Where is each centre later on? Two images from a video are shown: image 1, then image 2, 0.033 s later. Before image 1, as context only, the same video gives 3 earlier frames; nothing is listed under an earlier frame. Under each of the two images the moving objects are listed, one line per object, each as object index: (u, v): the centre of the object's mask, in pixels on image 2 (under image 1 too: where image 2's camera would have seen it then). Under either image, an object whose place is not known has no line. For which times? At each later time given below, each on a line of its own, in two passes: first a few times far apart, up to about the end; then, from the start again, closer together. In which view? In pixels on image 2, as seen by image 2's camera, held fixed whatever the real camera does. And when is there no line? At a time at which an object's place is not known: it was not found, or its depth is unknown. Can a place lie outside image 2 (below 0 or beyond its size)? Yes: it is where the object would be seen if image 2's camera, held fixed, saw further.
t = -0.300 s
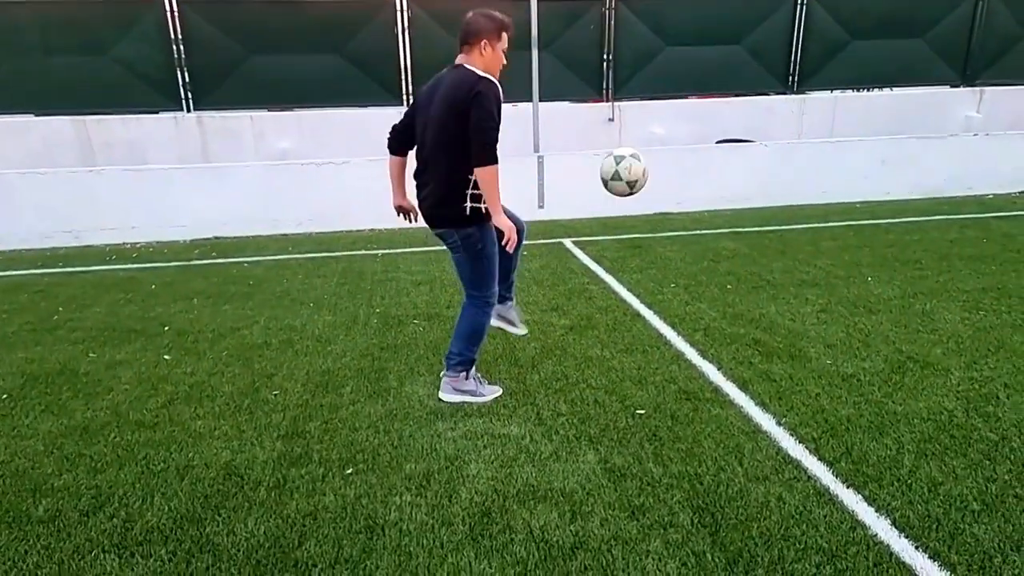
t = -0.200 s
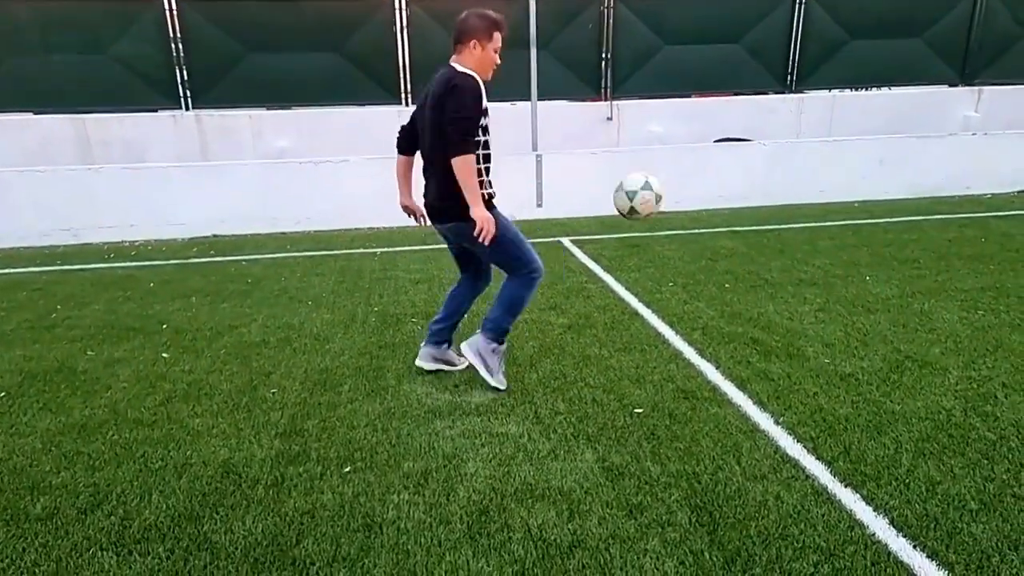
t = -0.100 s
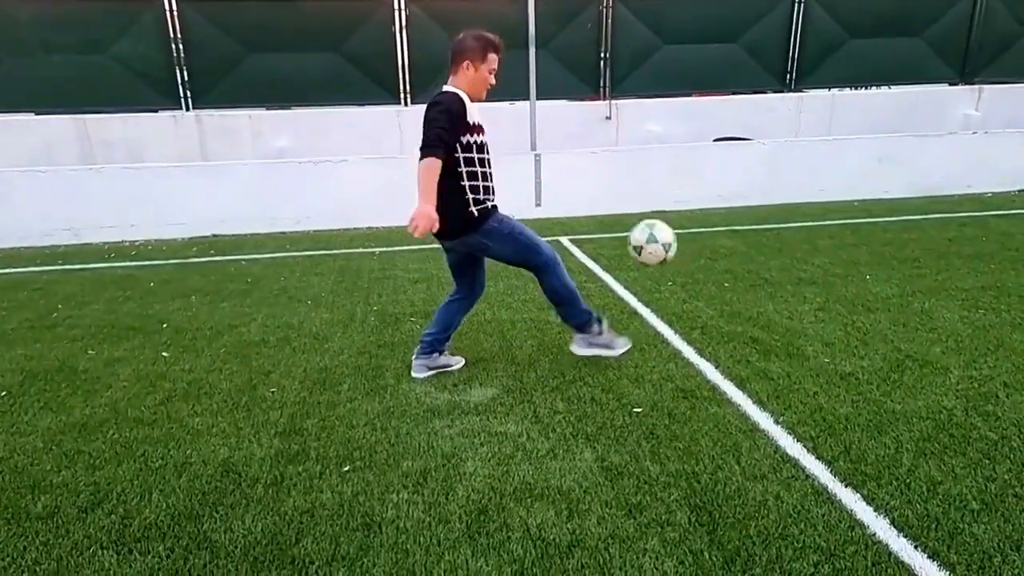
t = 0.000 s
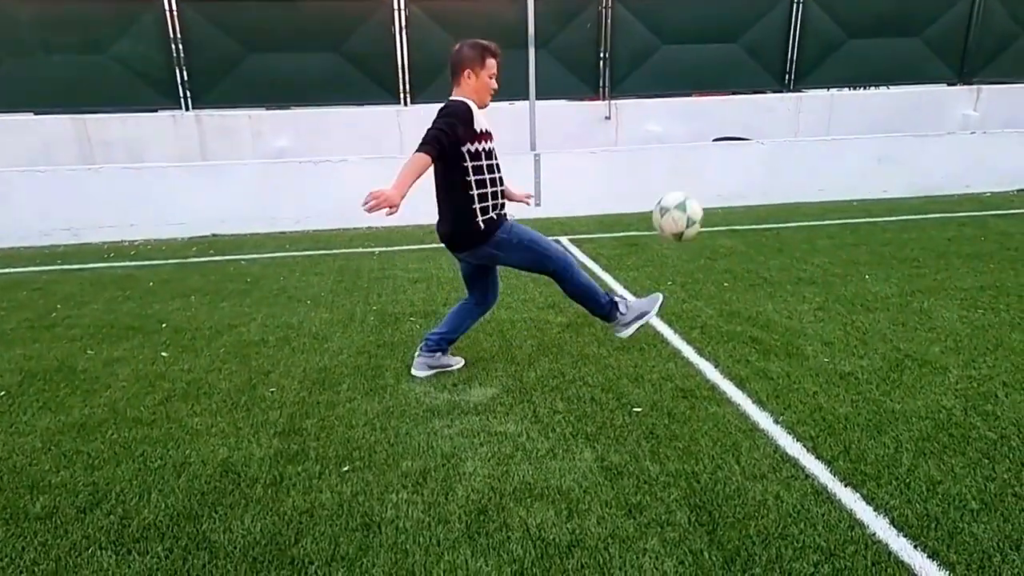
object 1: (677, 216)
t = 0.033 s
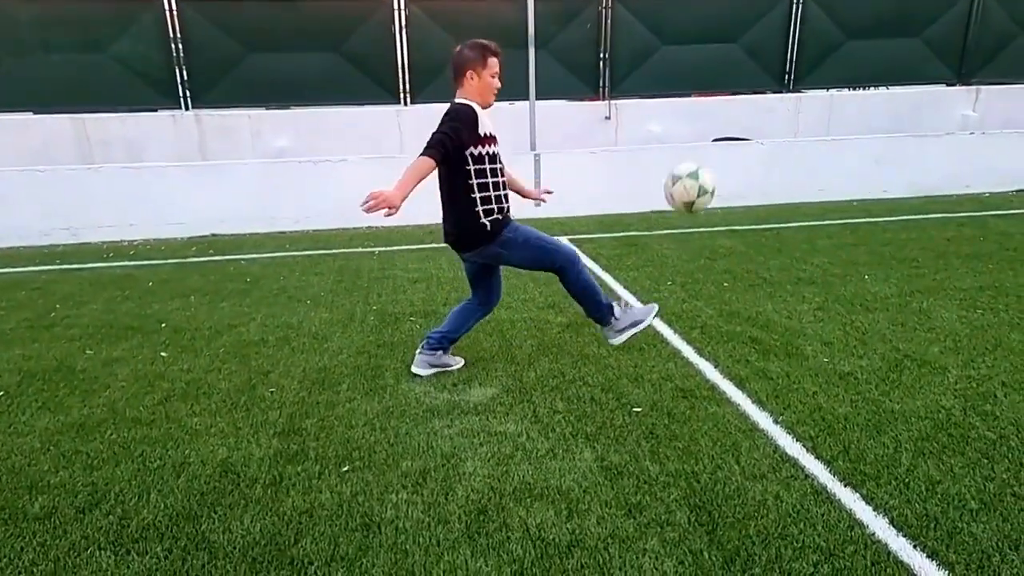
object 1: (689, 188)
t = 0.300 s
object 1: (786, 45)
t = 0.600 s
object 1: (876, 88)
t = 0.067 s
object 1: (702, 162)
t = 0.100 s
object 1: (715, 137)
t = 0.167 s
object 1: (741, 96)
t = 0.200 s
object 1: (752, 79)
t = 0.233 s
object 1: (764, 65)
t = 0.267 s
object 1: (775, 54)
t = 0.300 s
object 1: (786, 45)
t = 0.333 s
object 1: (796, 38)
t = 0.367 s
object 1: (806, 34)
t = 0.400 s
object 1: (816, 34)
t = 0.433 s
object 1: (826, 36)
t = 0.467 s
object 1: (837, 40)
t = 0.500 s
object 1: (847, 48)
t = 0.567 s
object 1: (867, 72)
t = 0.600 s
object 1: (876, 88)
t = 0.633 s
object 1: (883, 106)
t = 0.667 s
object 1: (891, 127)
